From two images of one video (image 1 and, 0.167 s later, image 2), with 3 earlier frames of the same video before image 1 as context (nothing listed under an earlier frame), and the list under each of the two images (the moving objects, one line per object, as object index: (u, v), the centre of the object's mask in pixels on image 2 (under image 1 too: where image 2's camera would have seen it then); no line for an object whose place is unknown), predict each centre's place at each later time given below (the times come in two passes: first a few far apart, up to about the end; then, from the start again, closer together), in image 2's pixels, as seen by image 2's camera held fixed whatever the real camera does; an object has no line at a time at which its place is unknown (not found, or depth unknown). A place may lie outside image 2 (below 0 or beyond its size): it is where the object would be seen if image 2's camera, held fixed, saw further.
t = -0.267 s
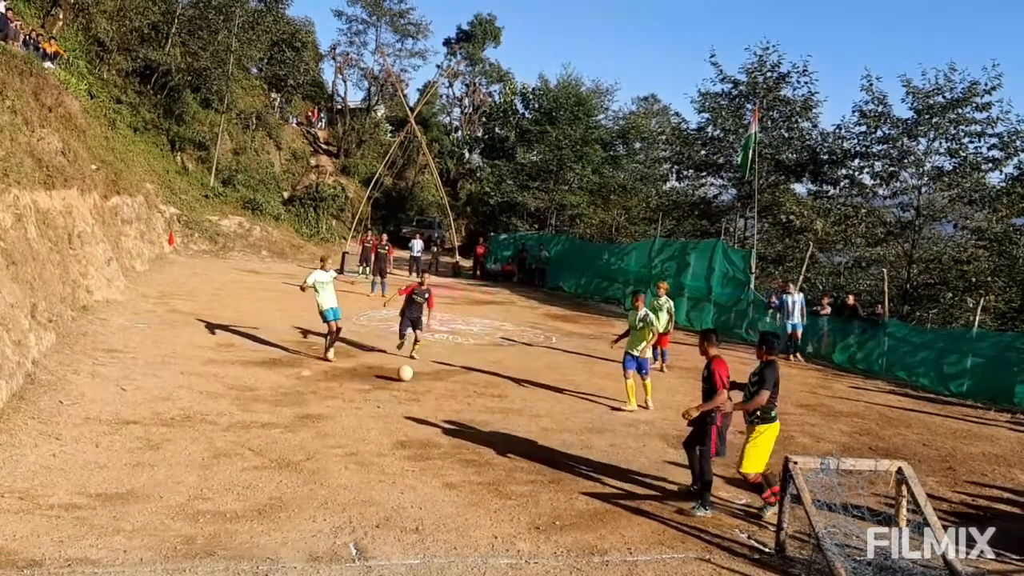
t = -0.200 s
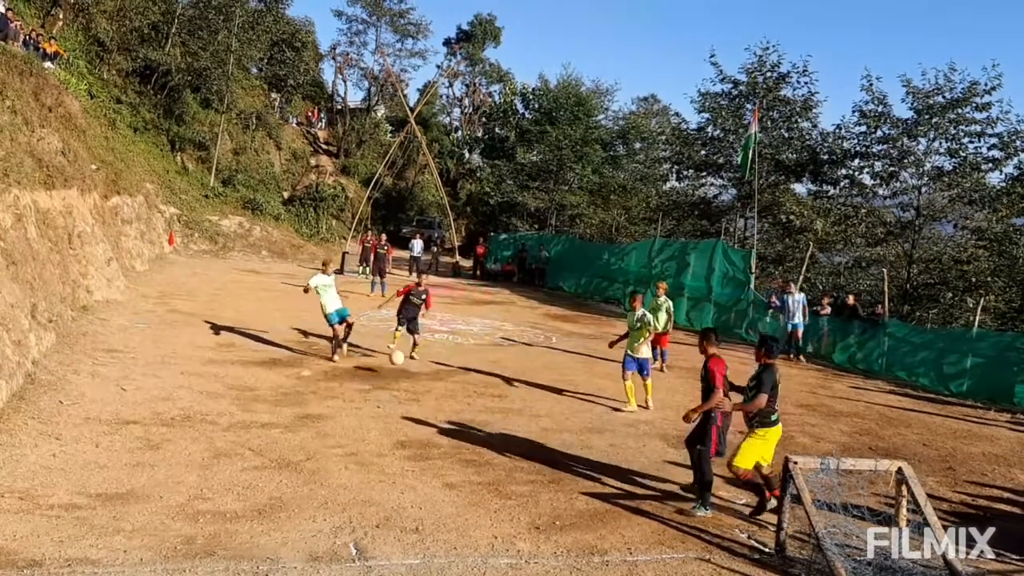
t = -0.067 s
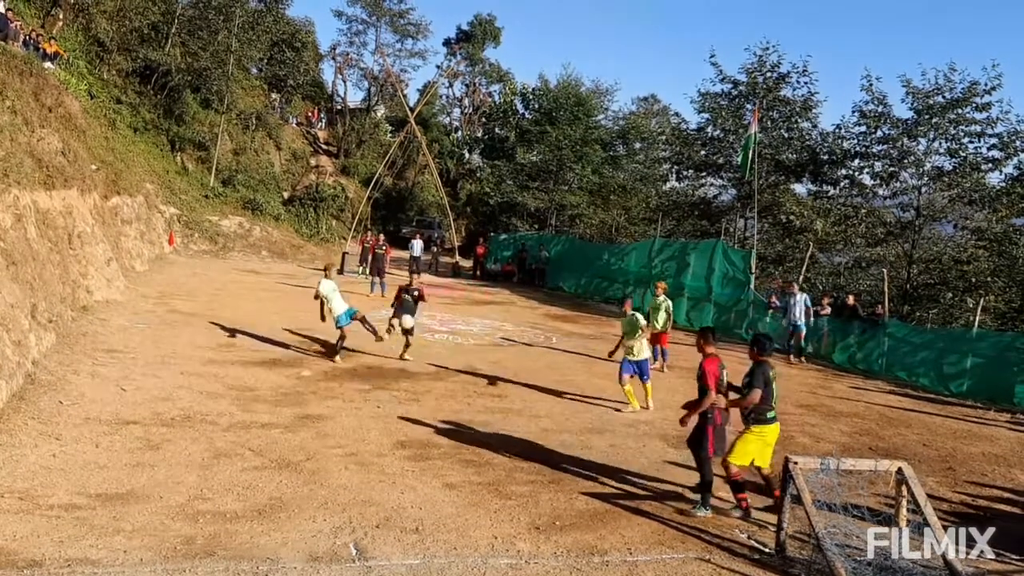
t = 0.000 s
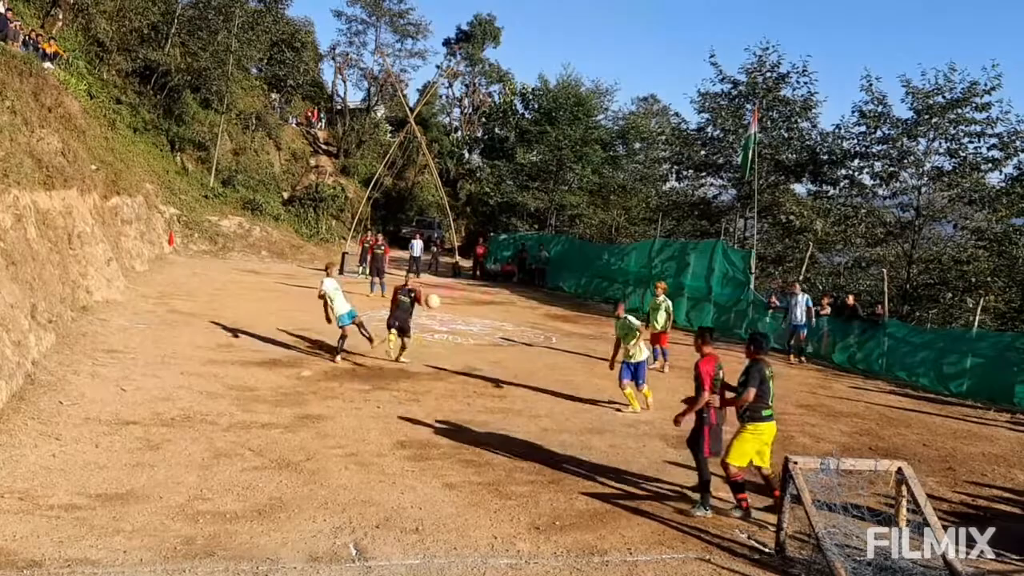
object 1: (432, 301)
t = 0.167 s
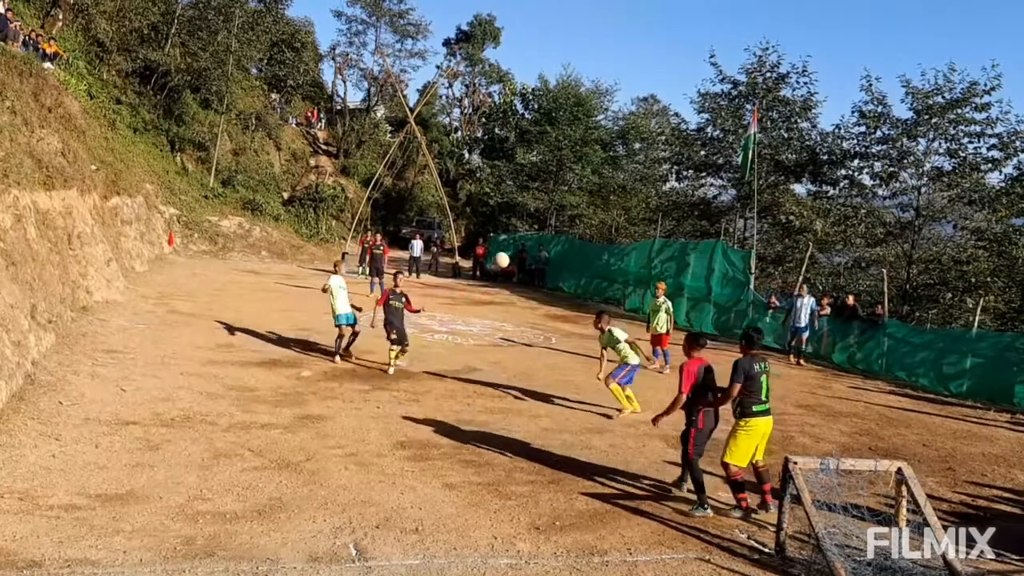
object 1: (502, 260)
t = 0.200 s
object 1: (517, 254)
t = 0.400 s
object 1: (606, 229)
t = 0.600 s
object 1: (699, 232)
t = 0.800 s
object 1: (800, 266)
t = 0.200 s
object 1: (517, 254)
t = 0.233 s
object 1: (531, 247)
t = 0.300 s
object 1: (560, 238)
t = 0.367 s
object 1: (590, 231)
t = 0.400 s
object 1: (606, 229)
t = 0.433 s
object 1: (620, 228)
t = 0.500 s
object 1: (652, 227)
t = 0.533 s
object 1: (668, 228)
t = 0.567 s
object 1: (684, 229)
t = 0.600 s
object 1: (699, 232)
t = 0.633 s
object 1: (716, 235)
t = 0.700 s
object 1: (749, 245)
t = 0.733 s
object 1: (765, 251)
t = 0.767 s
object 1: (781, 258)
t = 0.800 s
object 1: (800, 266)
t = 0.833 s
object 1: (816, 275)
